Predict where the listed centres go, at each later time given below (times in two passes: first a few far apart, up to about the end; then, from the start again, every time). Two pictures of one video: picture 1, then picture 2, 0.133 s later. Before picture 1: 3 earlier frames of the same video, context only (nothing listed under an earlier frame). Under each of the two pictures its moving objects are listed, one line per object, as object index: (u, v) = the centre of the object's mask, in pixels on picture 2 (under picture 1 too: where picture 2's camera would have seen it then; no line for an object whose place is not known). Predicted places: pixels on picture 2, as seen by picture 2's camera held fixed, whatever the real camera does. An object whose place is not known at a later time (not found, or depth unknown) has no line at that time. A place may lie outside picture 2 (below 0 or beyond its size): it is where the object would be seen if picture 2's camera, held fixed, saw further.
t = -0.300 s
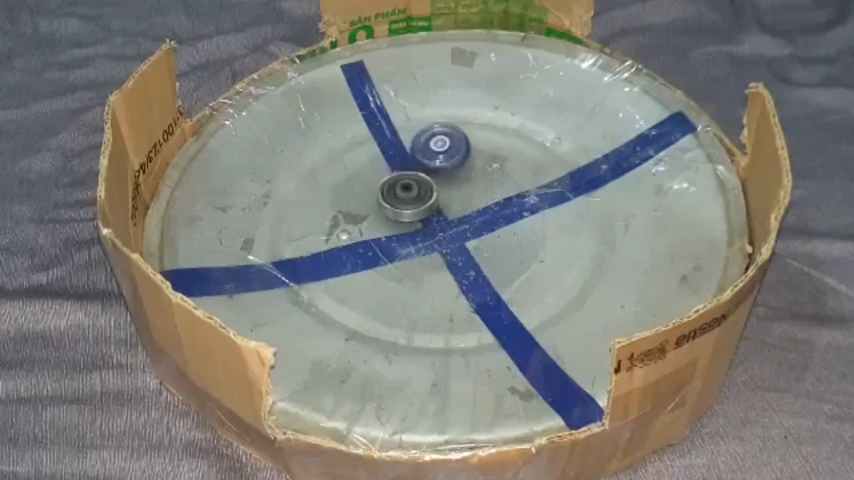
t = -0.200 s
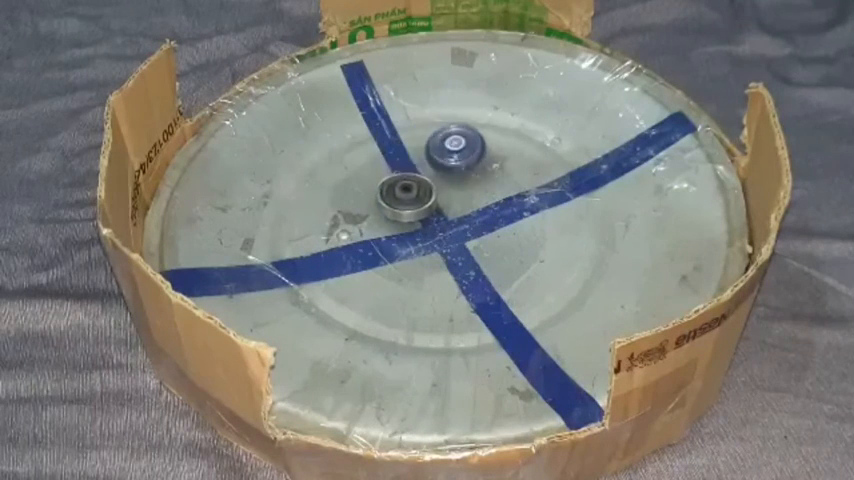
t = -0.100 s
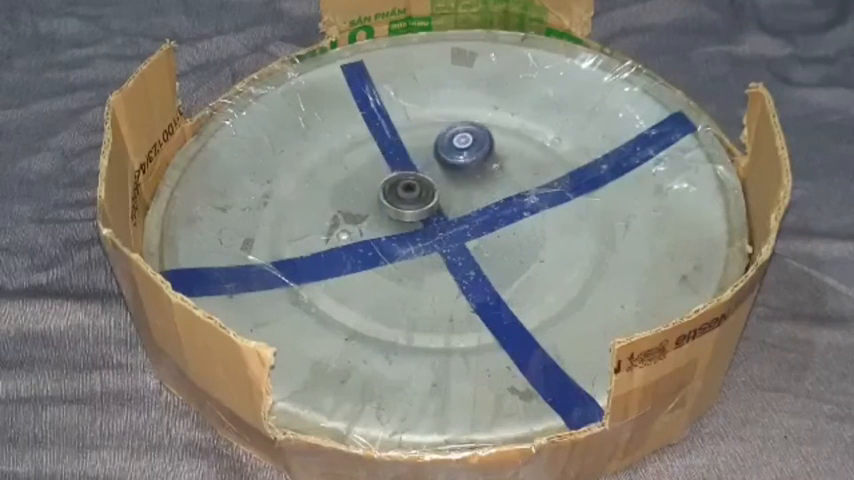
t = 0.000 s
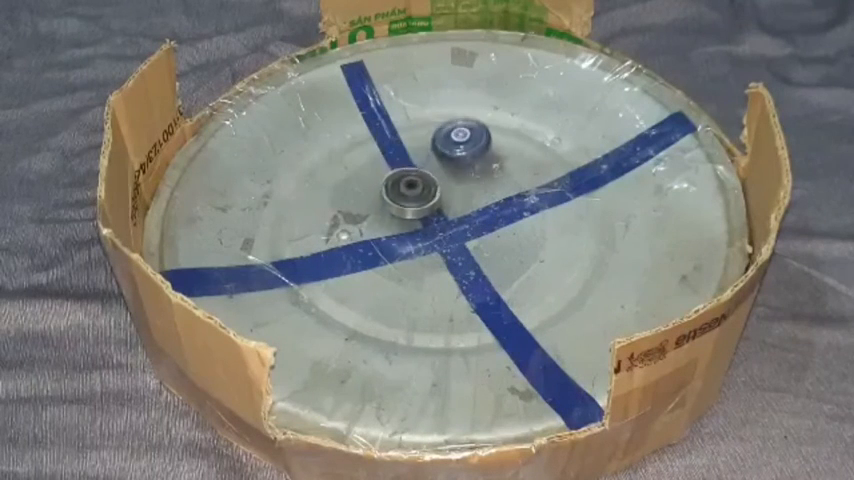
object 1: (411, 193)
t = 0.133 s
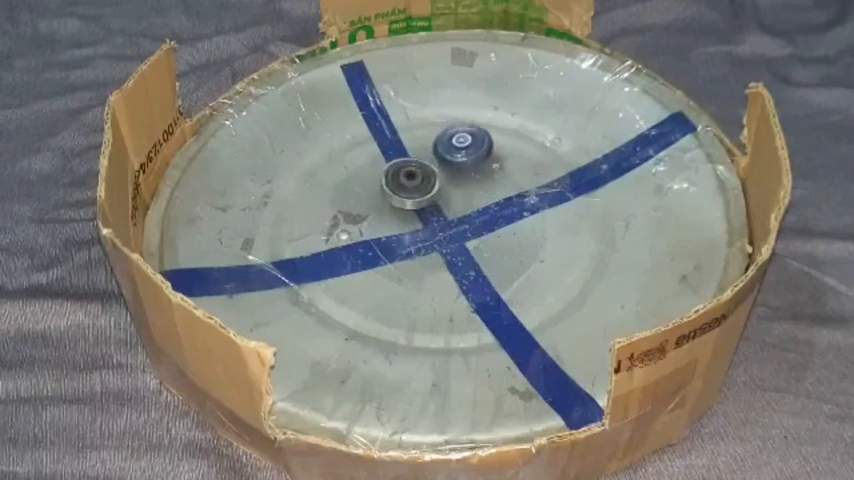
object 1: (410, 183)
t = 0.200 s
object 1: (410, 178)
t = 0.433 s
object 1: (392, 174)
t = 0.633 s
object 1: (391, 165)
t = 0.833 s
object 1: (383, 155)
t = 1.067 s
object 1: (366, 148)
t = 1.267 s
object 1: (356, 148)
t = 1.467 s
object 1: (364, 152)
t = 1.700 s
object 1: (376, 154)
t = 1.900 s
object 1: (381, 155)
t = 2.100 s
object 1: (390, 156)
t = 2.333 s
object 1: (374, 150)
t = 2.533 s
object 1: (359, 150)
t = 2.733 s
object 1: (352, 156)
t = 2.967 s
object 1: (357, 161)
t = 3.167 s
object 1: (358, 166)
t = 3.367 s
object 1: (361, 171)
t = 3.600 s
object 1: (375, 169)
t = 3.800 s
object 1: (394, 168)
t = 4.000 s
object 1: (397, 174)
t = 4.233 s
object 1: (404, 174)
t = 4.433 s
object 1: (412, 178)
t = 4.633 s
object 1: (416, 174)
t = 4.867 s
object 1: (410, 179)
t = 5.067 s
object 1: (406, 183)
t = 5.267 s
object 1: (408, 178)
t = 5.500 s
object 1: (402, 190)
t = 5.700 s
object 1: (406, 189)
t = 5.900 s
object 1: (406, 183)
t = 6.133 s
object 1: (404, 188)
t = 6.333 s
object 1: (407, 190)
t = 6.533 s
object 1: (409, 184)
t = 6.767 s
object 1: (421, 182)
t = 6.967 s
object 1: (429, 179)
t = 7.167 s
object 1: (428, 178)
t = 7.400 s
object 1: (424, 176)
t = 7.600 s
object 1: (422, 177)
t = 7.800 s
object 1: (423, 180)
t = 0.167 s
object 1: (411, 180)
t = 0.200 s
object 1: (410, 178)
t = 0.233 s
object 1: (404, 179)
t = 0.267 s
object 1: (400, 178)
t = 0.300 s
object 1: (398, 177)
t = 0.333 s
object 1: (395, 177)
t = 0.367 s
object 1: (394, 177)
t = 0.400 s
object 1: (393, 176)
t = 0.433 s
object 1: (392, 174)
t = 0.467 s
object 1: (391, 174)
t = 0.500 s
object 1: (391, 173)
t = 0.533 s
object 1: (390, 171)
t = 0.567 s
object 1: (389, 169)
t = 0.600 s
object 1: (390, 168)
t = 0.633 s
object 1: (391, 165)
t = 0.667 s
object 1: (390, 162)
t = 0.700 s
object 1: (389, 160)
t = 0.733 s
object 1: (389, 159)
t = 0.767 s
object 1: (388, 158)
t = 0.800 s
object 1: (385, 156)
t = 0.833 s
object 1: (383, 155)
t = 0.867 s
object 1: (383, 154)
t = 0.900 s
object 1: (382, 151)
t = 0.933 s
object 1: (380, 151)
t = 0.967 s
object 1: (377, 150)
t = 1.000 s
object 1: (372, 148)
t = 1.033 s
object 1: (368, 148)
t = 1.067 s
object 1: (366, 148)
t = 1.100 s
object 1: (364, 147)
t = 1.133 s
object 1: (361, 147)
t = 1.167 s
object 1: (360, 148)
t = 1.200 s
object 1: (358, 147)
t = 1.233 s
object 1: (356, 147)
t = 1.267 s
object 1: (356, 148)
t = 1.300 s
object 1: (357, 147)
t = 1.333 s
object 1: (357, 148)
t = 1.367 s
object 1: (360, 149)
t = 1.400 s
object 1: (361, 150)
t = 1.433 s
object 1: (362, 151)
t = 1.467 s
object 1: (364, 152)
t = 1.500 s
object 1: (367, 152)
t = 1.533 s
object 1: (368, 152)
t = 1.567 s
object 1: (370, 153)
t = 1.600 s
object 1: (371, 152)
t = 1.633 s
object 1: (371, 153)
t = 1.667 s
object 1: (374, 154)
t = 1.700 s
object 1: (376, 154)
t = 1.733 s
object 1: (377, 155)
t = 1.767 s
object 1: (380, 156)
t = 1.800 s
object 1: (378, 155)
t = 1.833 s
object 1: (379, 156)
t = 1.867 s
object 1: (380, 156)
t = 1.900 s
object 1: (381, 155)
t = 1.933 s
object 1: (385, 155)
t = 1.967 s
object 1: (386, 154)
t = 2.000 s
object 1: (386, 155)
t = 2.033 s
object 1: (388, 155)
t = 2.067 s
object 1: (389, 155)
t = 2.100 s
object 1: (390, 156)
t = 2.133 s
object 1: (390, 154)
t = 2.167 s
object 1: (390, 154)
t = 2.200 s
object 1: (392, 154)
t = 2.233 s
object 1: (391, 154)
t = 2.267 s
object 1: (391, 154)
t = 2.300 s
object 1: (383, 152)
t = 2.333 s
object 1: (374, 150)
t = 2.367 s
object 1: (372, 150)
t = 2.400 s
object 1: (368, 151)
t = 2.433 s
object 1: (366, 150)
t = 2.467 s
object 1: (363, 150)
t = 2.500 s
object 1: (361, 151)
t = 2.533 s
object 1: (359, 150)
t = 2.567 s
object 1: (357, 152)
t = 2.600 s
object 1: (356, 151)
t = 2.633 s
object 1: (353, 153)
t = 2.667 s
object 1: (353, 153)
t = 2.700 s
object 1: (351, 155)
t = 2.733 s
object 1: (352, 156)
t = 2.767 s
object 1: (350, 156)
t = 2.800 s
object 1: (351, 159)
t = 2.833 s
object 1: (351, 159)
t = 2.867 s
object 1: (352, 160)
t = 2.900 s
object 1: (354, 159)
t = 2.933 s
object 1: (357, 162)
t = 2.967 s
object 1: (357, 161)
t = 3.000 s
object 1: (354, 161)
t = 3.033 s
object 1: (356, 161)
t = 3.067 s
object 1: (355, 163)
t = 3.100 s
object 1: (357, 163)
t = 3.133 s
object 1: (356, 164)
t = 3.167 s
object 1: (358, 166)
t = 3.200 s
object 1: (352, 167)
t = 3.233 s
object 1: (352, 168)
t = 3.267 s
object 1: (353, 168)
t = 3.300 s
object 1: (356, 169)
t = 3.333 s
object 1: (357, 169)
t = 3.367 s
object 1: (361, 171)
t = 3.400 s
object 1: (361, 170)
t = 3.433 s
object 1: (364, 171)
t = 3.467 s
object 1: (365, 169)
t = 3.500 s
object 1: (369, 170)
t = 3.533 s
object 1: (370, 169)
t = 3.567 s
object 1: (374, 170)
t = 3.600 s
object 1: (375, 169)
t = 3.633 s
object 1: (379, 169)
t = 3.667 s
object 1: (381, 168)
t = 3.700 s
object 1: (386, 169)
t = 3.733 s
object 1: (389, 167)
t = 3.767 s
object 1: (393, 169)
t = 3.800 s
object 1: (394, 168)
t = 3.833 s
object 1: (396, 169)
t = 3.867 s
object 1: (395, 169)
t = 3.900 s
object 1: (397, 170)
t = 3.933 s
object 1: (396, 171)
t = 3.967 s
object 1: (398, 172)
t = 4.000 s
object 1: (397, 174)
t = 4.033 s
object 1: (400, 174)
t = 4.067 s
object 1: (399, 177)
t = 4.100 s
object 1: (402, 176)
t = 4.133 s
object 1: (401, 177)
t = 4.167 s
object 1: (402, 175)
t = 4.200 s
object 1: (403, 176)
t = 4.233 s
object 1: (404, 174)
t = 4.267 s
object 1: (407, 176)
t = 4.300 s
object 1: (408, 176)
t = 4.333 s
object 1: (413, 177)
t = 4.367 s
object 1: (413, 178)
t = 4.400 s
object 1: (414, 177)
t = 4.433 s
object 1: (412, 178)
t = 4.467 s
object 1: (415, 176)
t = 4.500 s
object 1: (414, 177)
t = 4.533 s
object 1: (413, 174)
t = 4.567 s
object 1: (415, 175)
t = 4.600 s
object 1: (413, 174)
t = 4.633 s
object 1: (416, 174)
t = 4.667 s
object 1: (413, 174)
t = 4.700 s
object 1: (414, 174)
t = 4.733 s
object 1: (411, 177)
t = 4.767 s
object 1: (410, 177)
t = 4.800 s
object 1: (412, 179)
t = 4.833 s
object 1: (408, 180)
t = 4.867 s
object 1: (410, 179)
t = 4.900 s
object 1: (408, 182)
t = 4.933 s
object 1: (408, 180)
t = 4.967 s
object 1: (409, 182)
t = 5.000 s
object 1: (407, 182)
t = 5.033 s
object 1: (409, 182)
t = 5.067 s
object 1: (406, 183)
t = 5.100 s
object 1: (407, 180)
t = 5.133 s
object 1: (408, 182)
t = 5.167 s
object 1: (405, 181)
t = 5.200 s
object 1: (408, 179)
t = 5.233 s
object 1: (407, 180)
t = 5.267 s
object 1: (408, 178)
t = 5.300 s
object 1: (410, 180)
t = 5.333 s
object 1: (407, 181)
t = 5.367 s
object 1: (404, 185)
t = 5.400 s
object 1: (402, 186)
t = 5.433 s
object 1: (403, 186)
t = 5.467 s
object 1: (405, 189)
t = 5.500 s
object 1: (402, 190)
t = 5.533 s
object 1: (403, 189)
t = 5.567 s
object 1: (404, 192)
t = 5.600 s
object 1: (403, 191)
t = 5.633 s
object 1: (405, 190)
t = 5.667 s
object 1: (406, 192)
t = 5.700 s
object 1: (406, 189)
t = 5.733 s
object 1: (409, 189)
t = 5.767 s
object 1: (407, 189)
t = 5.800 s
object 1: (407, 186)
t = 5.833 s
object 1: (410, 187)
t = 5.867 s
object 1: (406, 186)
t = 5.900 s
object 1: (406, 183)
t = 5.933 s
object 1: (407, 182)
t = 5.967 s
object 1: (405, 180)
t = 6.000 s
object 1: (404, 182)
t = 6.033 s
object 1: (403, 187)
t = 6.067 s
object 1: (402, 186)
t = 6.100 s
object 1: (403, 185)
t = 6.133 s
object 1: (404, 188)
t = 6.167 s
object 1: (402, 189)
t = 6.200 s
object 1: (403, 187)
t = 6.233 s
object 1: (405, 190)
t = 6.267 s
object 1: (402, 190)
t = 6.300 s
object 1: (404, 188)
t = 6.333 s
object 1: (407, 190)
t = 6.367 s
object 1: (404, 189)
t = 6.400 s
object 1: (405, 187)
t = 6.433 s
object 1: (409, 188)
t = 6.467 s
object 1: (407, 188)
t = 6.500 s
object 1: (406, 186)
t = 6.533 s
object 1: (409, 184)
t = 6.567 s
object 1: (410, 184)
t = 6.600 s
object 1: (411, 183)
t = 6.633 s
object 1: (414, 183)
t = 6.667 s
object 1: (414, 183)
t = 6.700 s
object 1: (414, 182)
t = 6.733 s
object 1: (419, 181)
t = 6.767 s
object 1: (421, 182)
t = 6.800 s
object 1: (420, 181)
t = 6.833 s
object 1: (422, 179)
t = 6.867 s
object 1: (427, 179)
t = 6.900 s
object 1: (426, 180)
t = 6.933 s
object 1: (426, 179)
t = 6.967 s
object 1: (429, 179)
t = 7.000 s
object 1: (428, 180)
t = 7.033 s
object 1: (427, 179)
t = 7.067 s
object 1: (429, 179)
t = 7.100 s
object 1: (429, 180)
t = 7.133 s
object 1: (427, 180)
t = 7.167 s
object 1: (428, 178)
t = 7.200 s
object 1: (430, 180)
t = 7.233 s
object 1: (427, 180)
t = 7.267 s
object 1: (425, 178)
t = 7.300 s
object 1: (427, 178)
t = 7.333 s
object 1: (427, 178)
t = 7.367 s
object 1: (423, 177)
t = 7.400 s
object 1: (424, 176)
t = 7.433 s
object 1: (426, 176)
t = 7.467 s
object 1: (424, 177)
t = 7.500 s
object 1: (423, 177)
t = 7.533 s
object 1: (423, 177)
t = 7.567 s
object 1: (422, 177)
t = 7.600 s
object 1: (422, 177)
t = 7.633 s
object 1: (424, 178)
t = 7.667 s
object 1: (422, 180)
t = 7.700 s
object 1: (419, 180)
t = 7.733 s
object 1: (420, 178)
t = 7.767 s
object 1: (424, 178)
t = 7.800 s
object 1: (423, 180)
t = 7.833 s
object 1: (419, 179)
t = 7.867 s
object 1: (420, 178)
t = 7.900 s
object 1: (422, 179)
